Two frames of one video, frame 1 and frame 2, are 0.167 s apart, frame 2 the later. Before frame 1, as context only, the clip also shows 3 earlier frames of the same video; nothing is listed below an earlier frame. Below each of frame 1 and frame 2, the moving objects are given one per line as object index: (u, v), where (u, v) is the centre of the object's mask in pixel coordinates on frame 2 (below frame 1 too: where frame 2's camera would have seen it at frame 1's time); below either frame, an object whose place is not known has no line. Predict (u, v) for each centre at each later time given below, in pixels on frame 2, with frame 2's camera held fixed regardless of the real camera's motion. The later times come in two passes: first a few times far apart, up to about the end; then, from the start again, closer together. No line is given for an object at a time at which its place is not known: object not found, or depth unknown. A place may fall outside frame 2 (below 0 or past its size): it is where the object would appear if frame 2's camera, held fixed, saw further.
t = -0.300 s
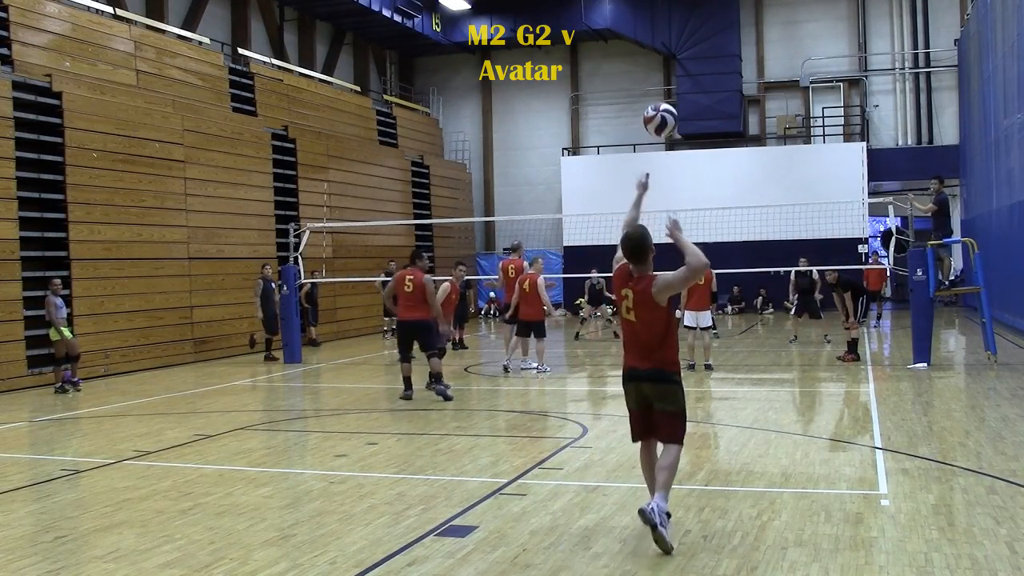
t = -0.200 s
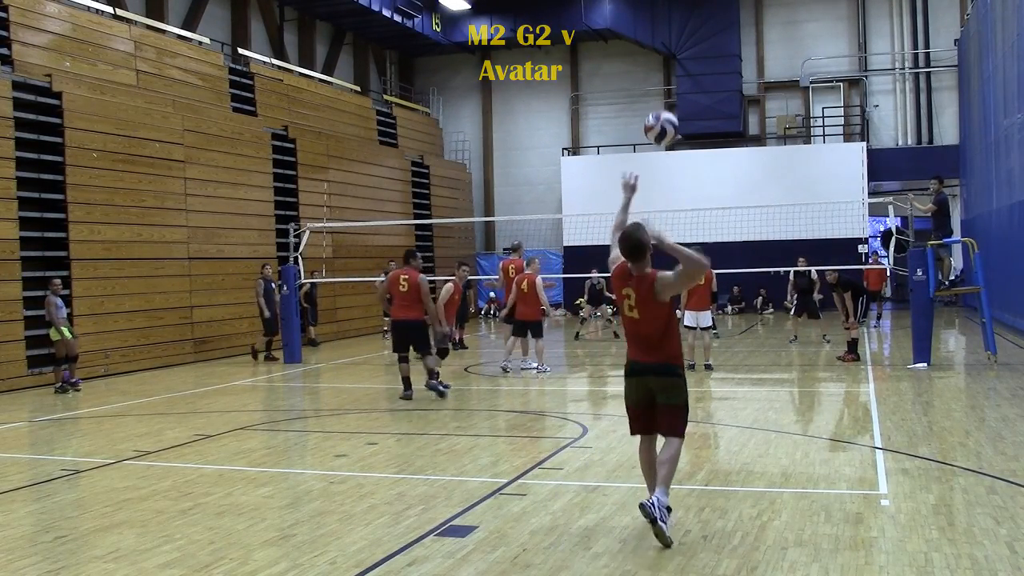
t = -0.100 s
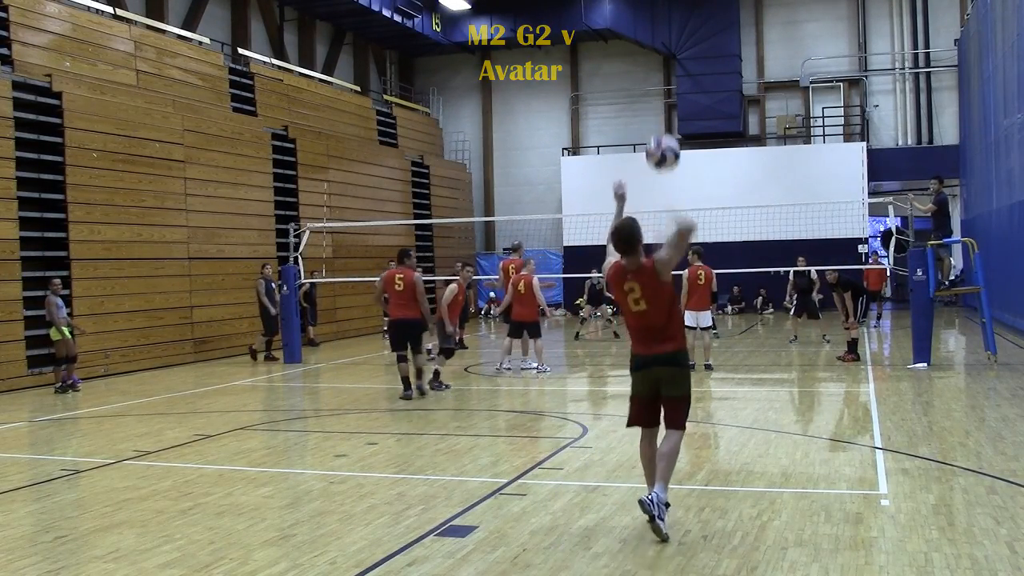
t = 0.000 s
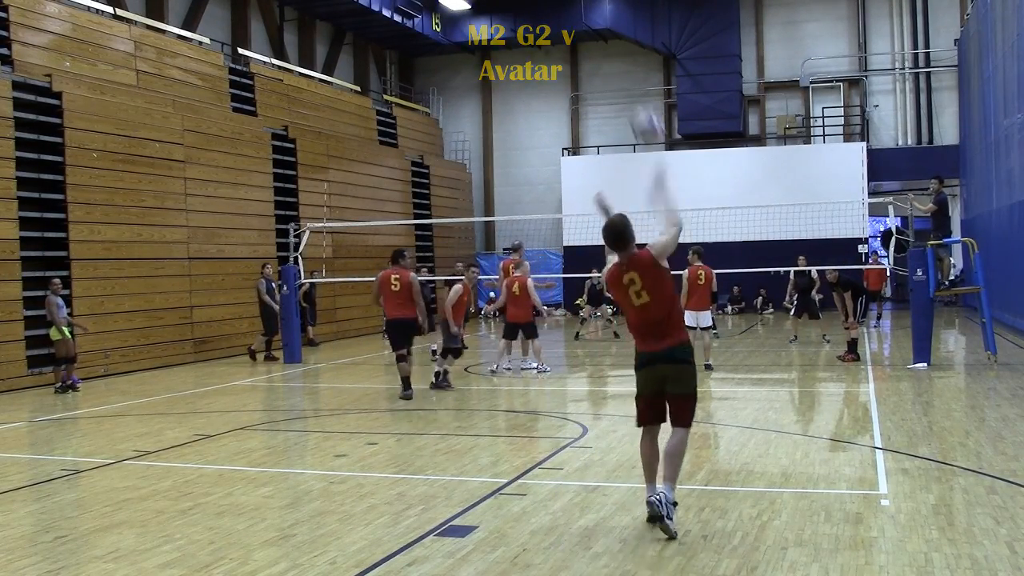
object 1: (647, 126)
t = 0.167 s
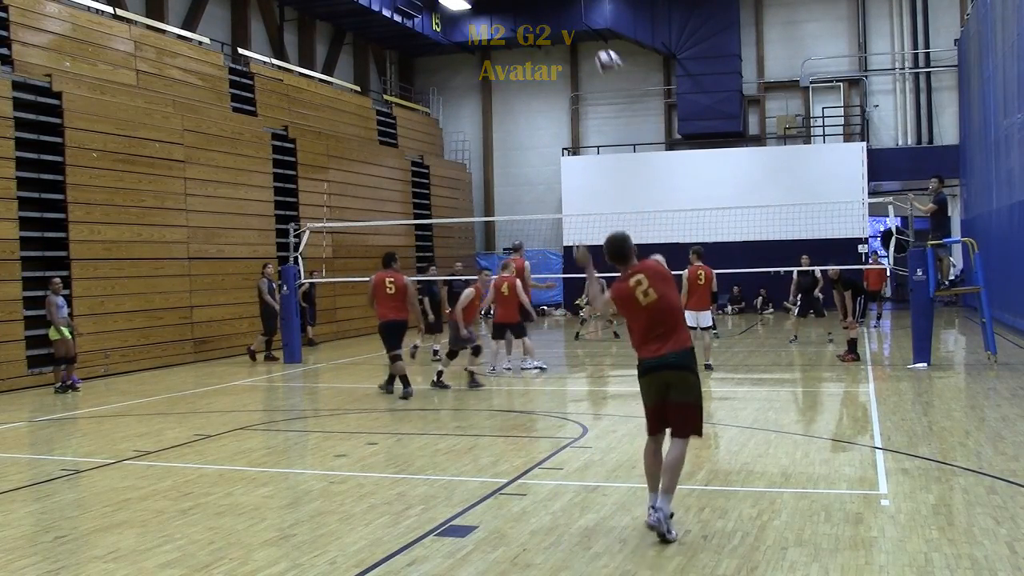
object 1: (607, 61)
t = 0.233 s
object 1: (596, 52)
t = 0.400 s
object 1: (574, 54)
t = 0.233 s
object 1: (596, 52)
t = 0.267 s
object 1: (590, 50)
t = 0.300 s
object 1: (585, 49)
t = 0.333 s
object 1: (581, 50)
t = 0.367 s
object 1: (577, 51)
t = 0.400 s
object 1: (574, 54)
